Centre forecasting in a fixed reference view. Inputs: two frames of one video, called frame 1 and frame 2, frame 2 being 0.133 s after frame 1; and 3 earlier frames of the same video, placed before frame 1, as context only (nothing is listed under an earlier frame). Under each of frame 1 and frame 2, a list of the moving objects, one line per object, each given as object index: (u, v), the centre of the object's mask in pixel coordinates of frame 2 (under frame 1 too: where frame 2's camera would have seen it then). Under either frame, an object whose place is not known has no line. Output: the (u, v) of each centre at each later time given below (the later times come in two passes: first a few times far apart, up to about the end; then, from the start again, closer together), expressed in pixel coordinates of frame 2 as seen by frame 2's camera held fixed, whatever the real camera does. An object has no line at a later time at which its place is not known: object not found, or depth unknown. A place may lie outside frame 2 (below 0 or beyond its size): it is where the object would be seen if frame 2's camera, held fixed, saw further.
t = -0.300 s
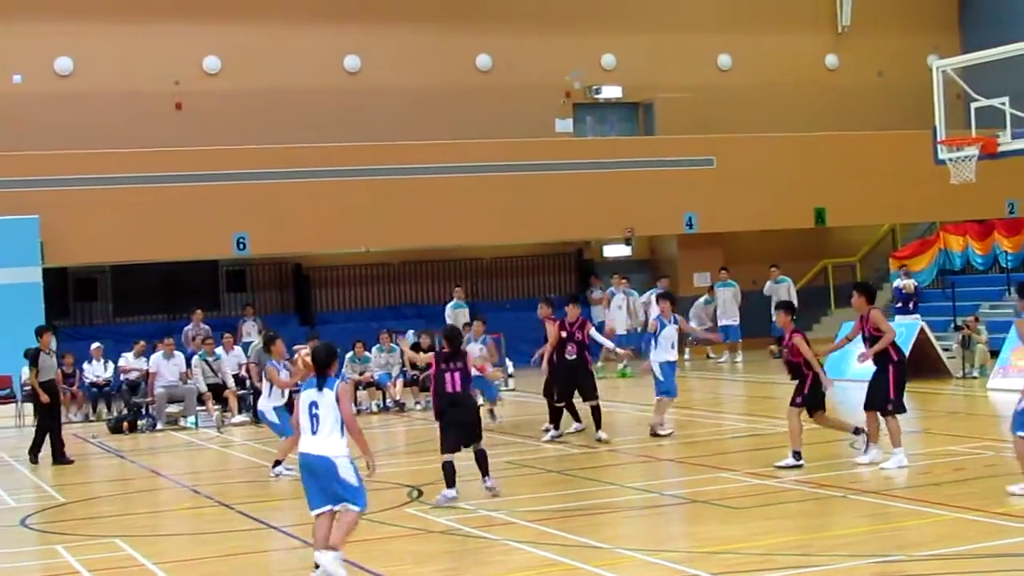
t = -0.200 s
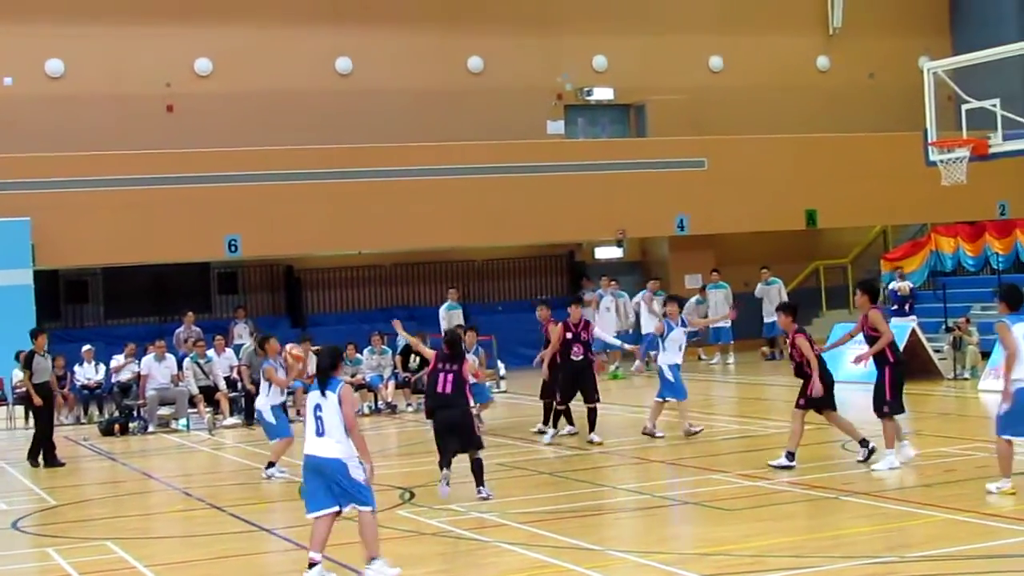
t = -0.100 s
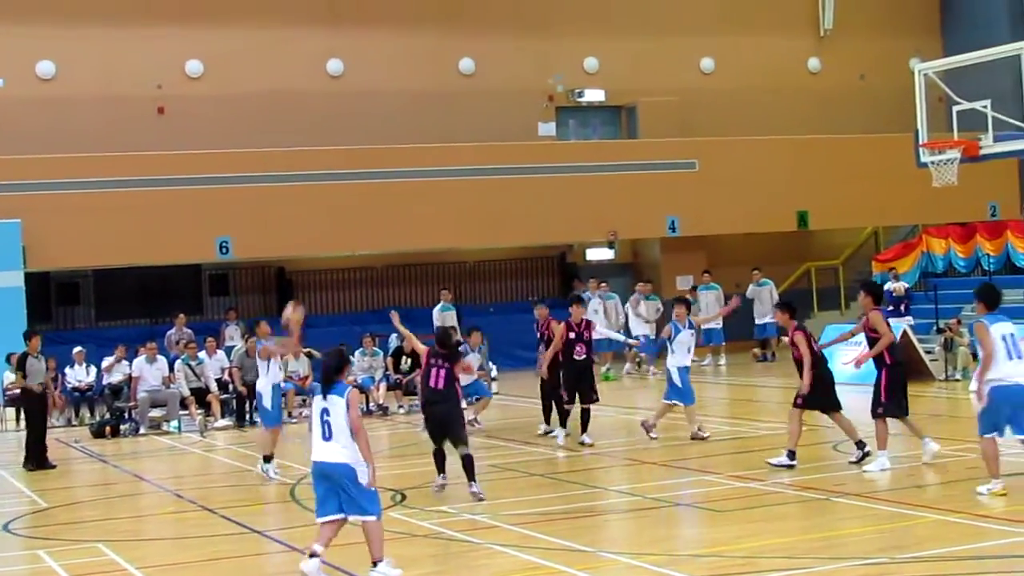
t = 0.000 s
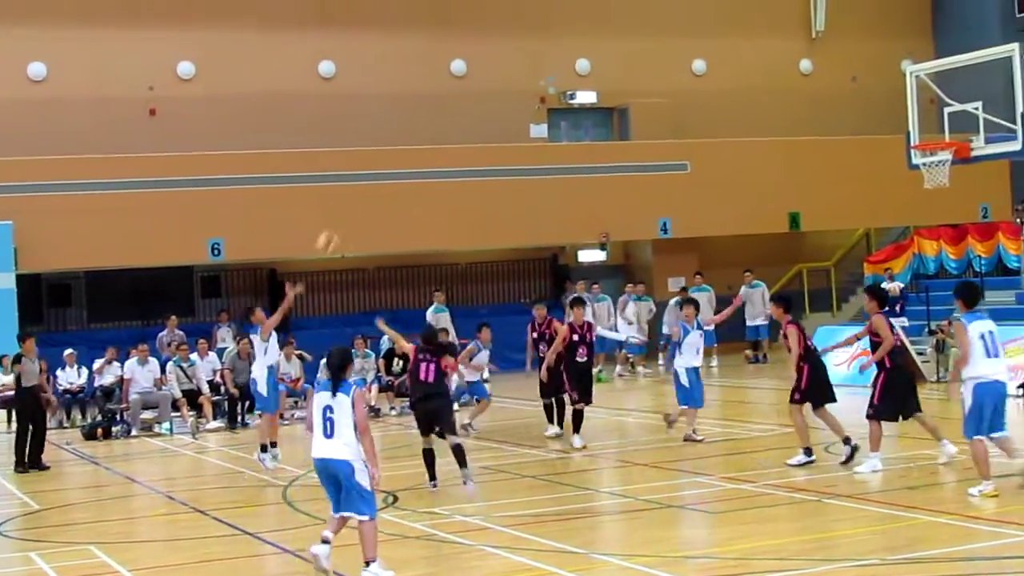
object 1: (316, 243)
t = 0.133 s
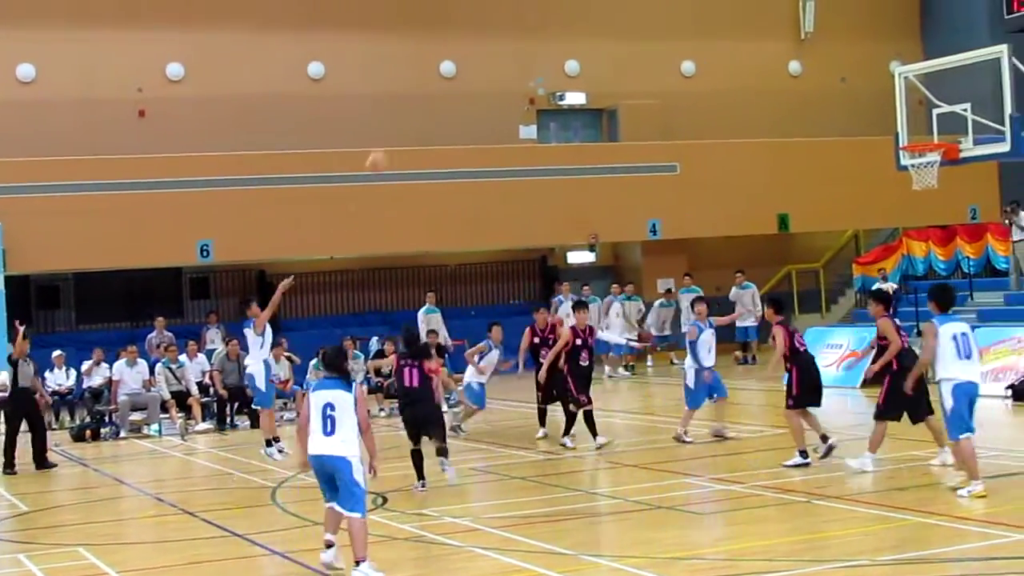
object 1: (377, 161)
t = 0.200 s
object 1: (407, 124)
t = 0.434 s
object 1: (518, 36)
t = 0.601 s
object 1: (597, 3)
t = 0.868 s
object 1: (723, 4)
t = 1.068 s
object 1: (818, 51)
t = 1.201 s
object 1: (883, 104)
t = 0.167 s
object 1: (391, 140)
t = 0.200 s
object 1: (407, 124)
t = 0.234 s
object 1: (423, 106)
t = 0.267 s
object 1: (441, 90)
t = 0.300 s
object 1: (457, 79)
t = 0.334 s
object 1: (472, 67)
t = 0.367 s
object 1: (488, 56)
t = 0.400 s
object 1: (502, 46)
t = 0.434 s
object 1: (518, 36)
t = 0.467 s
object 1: (533, 28)
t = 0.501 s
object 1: (549, 21)
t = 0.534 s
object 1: (565, 12)
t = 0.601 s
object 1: (597, 3)
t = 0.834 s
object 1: (707, 0)
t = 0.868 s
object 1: (723, 4)
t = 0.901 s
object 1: (737, 11)
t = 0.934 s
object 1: (754, 16)
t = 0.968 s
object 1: (772, 23)
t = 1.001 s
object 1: (789, 32)
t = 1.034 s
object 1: (804, 43)
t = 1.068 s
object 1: (818, 51)
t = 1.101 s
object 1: (836, 63)
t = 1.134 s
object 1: (853, 77)
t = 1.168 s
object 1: (868, 90)
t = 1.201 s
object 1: (883, 104)
